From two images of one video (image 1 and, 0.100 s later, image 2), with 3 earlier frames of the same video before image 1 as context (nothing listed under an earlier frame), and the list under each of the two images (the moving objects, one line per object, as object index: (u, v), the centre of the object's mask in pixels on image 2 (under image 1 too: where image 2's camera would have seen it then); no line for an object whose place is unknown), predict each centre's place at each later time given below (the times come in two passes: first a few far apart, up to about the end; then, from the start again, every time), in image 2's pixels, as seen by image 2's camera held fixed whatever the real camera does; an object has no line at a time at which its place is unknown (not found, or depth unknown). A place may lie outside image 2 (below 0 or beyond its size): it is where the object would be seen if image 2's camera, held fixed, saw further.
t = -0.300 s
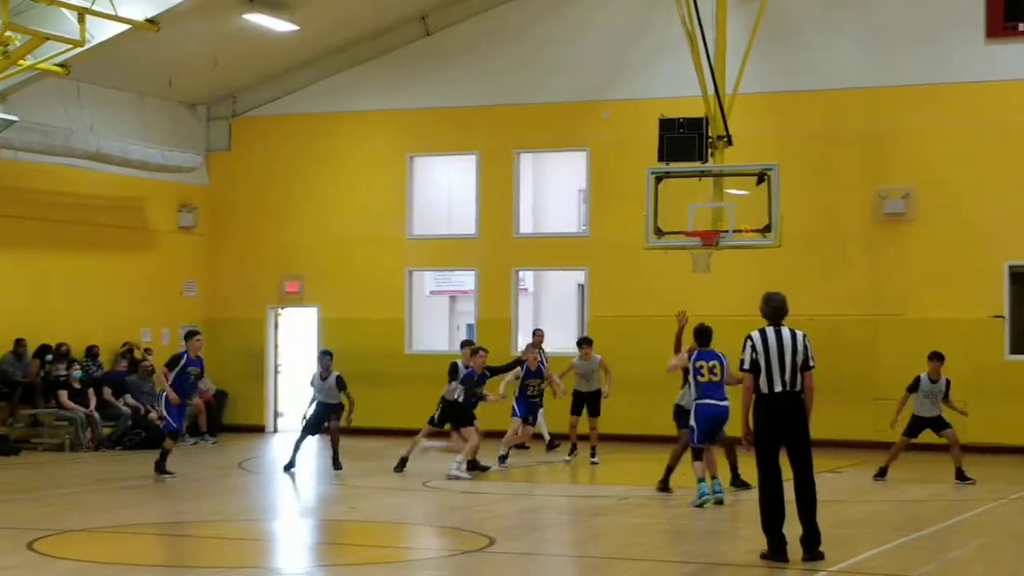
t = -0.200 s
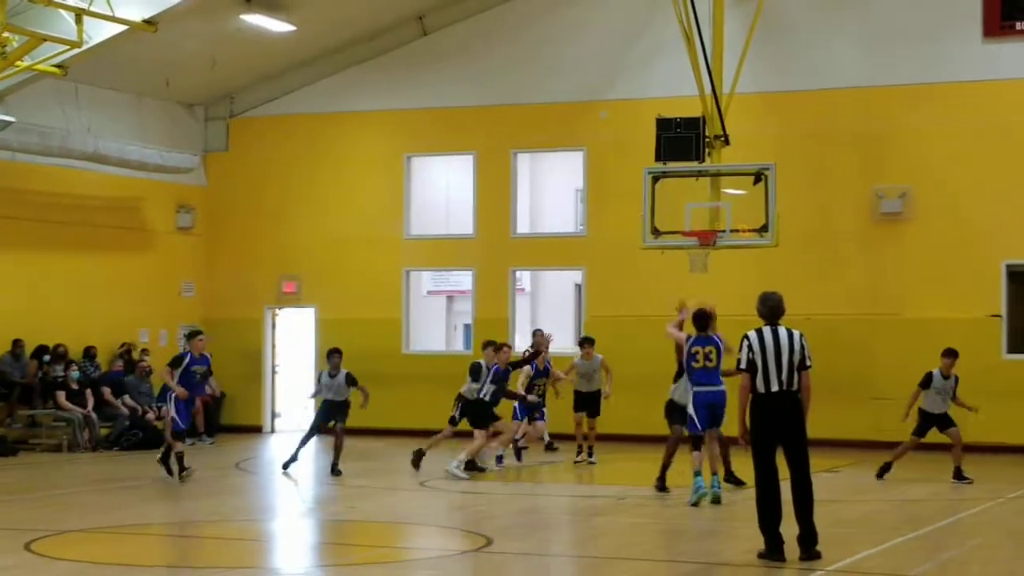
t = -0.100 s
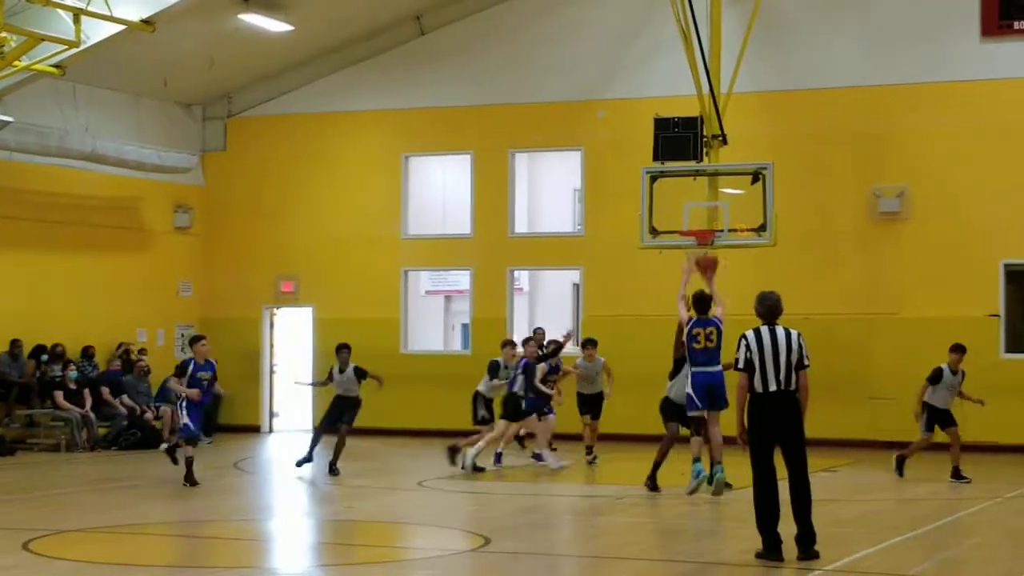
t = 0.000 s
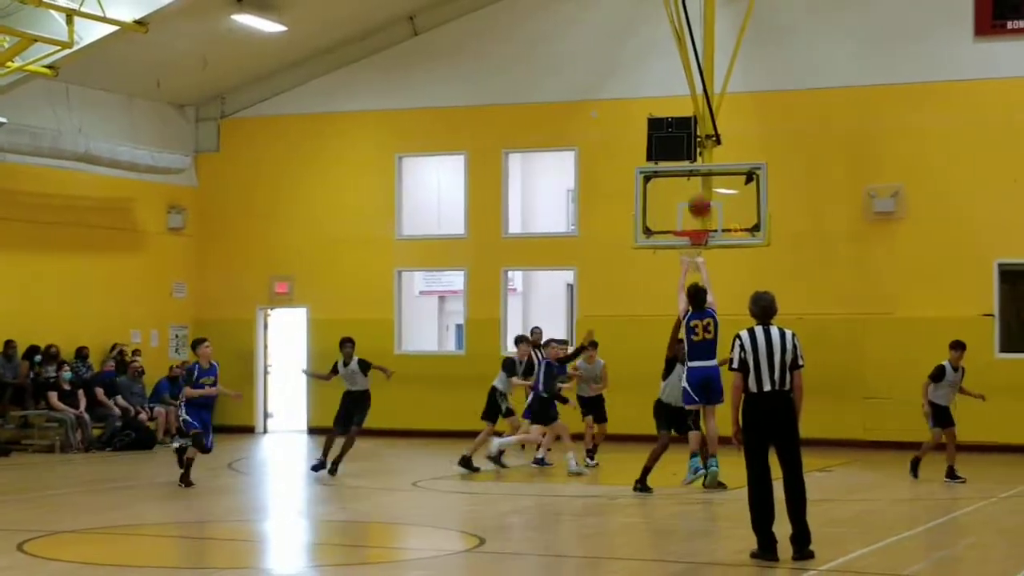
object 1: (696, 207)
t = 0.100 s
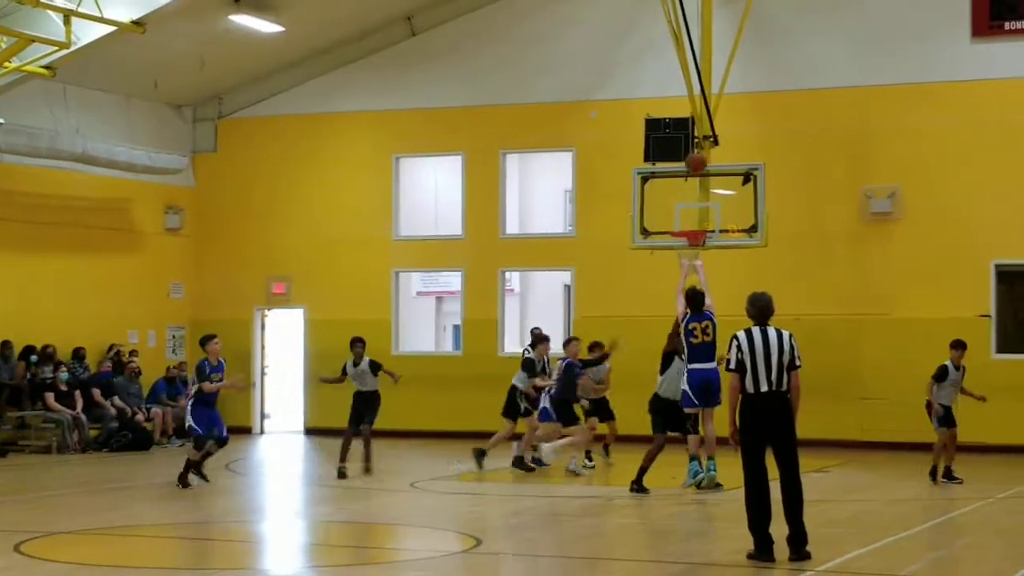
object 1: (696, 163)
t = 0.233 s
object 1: (693, 120)
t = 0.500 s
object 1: (689, 87)
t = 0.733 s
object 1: (687, 106)
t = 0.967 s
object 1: (684, 165)
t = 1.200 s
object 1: (693, 251)
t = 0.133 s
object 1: (696, 150)
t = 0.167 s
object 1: (695, 139)
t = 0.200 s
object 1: (695, 130)
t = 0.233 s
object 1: (693, 120)
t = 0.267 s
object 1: (693, 113)
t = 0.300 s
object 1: (693, 106)
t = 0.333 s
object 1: (692, 100)
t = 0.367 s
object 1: (691, 95)
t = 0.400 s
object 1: (690, 92)
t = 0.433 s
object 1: (690, 89)
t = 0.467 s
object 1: (690, 88)
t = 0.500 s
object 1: (689, 87)
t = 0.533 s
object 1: (689, 87)
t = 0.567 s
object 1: (689, 88)
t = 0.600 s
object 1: (688, 90)
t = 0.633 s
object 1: (688, 93)
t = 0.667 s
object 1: (688, 97)
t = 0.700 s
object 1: (687, 101)
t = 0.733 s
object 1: (687, 106)
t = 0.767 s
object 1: (687, 112)
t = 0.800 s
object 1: (686, 119)
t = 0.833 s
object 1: (686, 127)
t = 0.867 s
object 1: (685, 135)
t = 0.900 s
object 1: (685, 144)
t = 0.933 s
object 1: (685, 154)
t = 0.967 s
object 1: (684, 165)
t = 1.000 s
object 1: (684, 176)
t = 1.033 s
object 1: (683, 189)
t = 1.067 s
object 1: (682, 201)
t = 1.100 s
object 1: (682, 214)
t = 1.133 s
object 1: (682, 227)
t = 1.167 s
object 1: (685, 240)
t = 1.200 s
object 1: (693, 251)
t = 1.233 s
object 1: (698, 259)
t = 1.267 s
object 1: (702, 264)
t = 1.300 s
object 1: (705, 268)
